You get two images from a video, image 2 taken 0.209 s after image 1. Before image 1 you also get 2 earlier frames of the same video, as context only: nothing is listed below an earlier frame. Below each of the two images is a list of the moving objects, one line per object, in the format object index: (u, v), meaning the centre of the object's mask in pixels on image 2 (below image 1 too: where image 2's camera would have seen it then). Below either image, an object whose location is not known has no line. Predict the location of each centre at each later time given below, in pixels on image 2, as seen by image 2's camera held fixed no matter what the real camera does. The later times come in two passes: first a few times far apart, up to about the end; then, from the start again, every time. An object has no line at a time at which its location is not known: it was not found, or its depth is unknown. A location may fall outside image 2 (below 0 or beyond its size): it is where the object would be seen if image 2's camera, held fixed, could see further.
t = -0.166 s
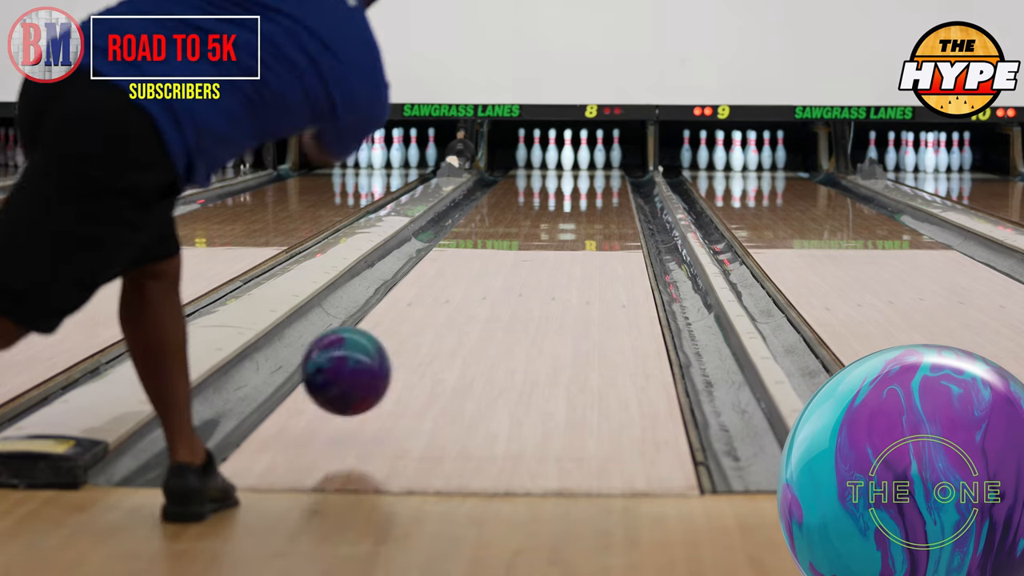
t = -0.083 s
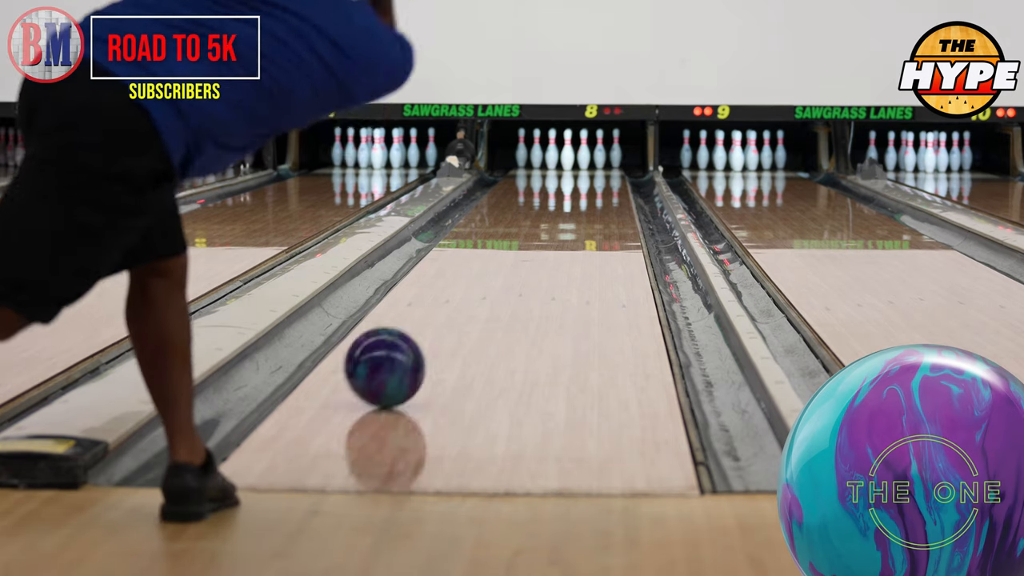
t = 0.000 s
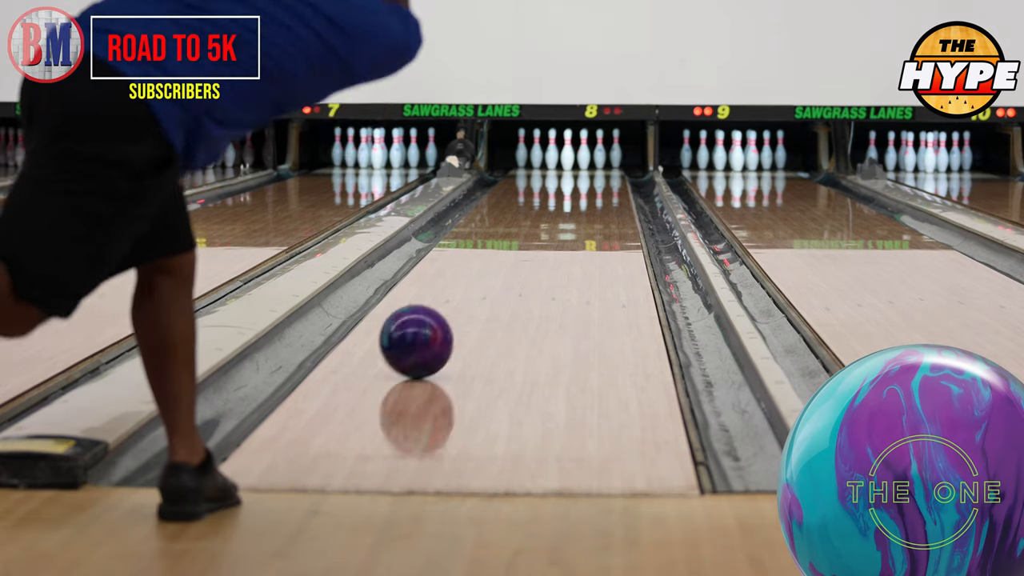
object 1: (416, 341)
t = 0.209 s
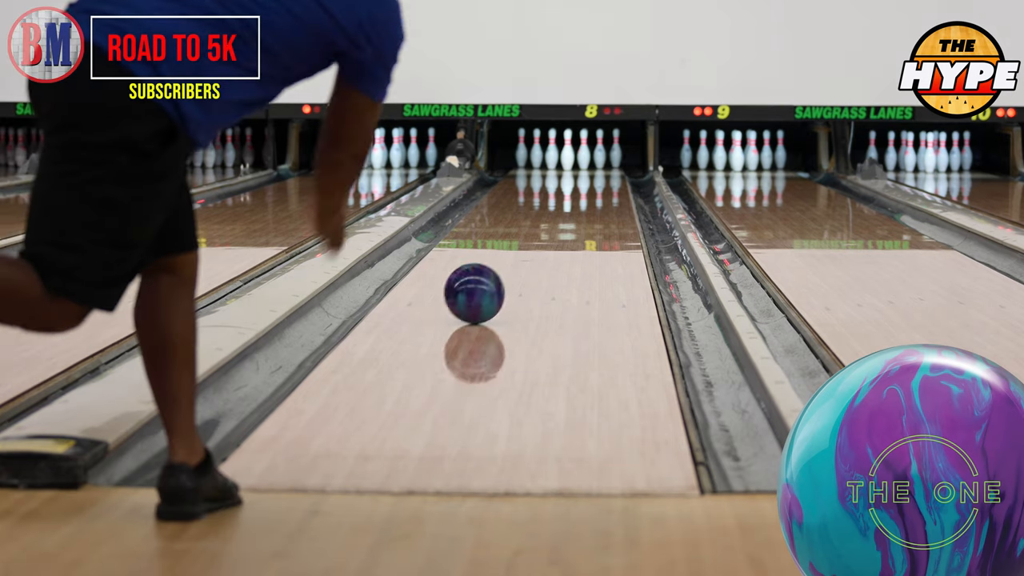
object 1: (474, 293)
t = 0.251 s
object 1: (483, 285)
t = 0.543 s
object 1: (532, 245)
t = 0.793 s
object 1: (559, 221)
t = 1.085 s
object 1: (580, 200)
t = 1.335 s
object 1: (593, 187)
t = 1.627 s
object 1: (601, 175)
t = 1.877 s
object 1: (597, 168)
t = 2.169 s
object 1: (579, 160)
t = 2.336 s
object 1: (573, 158)
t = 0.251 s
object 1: (483, 285)
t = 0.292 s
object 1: (492, 278)
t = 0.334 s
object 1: (499, 272)
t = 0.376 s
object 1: (507, 266)
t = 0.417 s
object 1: (514, 260)
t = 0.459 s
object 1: (520, 255)
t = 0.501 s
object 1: (526, 250)
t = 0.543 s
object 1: (532, 245)
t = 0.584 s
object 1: (537, 240)
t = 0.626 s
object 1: (542, 236)
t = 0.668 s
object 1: (546, 232)
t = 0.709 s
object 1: (551, 228)
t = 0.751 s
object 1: (555, 224)
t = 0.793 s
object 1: (559, 221)
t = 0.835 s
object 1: (562, 218)
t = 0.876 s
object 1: (566, 215)
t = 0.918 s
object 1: (569, 212)
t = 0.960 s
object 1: (572, 209)
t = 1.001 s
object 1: (575, 206)
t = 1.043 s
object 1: (578, 203)
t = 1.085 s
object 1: (580, 200)
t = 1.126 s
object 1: (583, 198)
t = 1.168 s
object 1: (585, 196)
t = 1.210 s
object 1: (587, 194)
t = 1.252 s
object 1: (589, 191)
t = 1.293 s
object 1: (591, 189)
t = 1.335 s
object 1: (593, 187)
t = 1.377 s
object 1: (594, 185)
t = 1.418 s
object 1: (596, 184)
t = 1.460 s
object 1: (598, 182)
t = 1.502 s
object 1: (599, 180)
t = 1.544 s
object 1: (600, 178)
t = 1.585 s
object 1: (600, 177)
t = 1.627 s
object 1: (601, 175)
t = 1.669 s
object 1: (601, 174)
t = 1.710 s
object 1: (601, 172)
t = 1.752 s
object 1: (600, 172)
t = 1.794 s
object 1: (599, 170)
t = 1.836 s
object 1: (598, 169)
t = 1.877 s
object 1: (597, 168)
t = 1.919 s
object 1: (595, 166)
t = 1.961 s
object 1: (593, 165)
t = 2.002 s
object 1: (590, 165)
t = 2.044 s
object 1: (587, 164)
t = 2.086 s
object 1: (585, 163)
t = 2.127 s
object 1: (582, 161)
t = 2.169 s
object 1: (579, 160)
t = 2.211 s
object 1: (576, 160)
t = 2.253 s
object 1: (576, 159)
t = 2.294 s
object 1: (575, 159)
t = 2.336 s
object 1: (573, 158)
